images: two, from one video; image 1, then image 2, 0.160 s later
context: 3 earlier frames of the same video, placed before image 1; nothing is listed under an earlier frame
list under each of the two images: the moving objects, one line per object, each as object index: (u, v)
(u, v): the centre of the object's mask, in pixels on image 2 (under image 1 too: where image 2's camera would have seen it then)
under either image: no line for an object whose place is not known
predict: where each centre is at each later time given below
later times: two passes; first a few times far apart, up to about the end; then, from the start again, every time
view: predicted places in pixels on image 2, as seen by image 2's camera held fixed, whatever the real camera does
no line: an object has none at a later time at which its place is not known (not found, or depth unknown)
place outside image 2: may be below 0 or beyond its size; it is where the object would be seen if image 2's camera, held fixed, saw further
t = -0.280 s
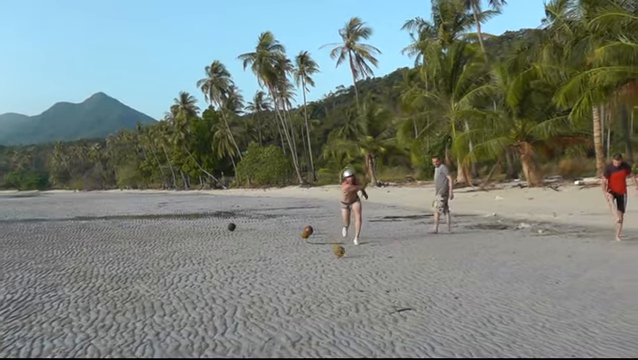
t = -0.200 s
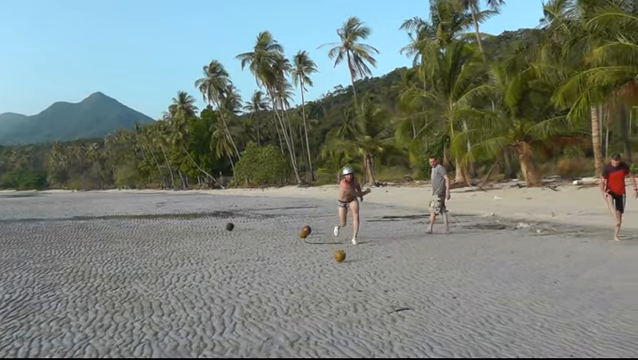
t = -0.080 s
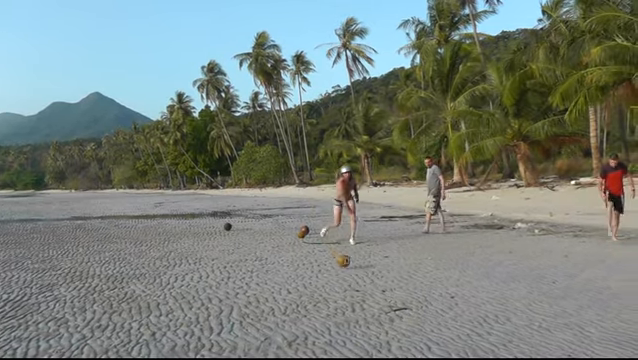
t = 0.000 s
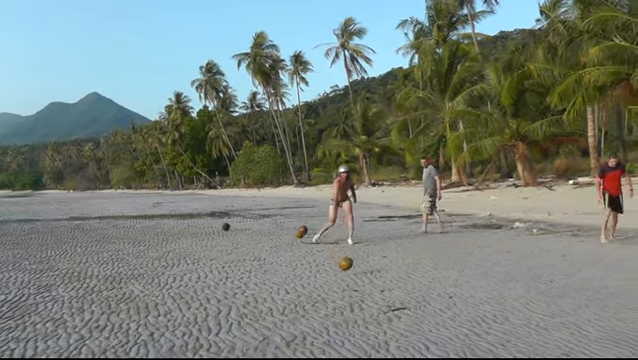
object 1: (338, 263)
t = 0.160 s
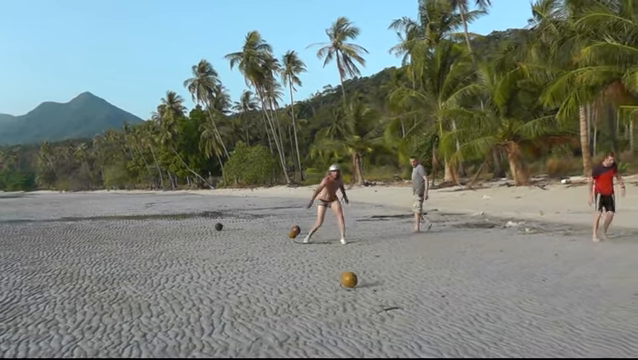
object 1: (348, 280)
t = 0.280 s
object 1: (361, 291)
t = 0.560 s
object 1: (393, 324)
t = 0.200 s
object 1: (352, 283)
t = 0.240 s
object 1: (354, 285)
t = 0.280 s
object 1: (361, 291)
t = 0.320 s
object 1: (363, 295)
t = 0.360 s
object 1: (368, 299)
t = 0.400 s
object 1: (372, 303)
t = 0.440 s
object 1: (377, 309)
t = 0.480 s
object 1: (381, 318)
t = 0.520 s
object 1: (388, 322)
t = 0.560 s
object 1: (393, 324)
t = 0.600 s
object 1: (400, 332)
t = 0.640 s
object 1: (408, 343)
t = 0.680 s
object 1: (415, 351)
